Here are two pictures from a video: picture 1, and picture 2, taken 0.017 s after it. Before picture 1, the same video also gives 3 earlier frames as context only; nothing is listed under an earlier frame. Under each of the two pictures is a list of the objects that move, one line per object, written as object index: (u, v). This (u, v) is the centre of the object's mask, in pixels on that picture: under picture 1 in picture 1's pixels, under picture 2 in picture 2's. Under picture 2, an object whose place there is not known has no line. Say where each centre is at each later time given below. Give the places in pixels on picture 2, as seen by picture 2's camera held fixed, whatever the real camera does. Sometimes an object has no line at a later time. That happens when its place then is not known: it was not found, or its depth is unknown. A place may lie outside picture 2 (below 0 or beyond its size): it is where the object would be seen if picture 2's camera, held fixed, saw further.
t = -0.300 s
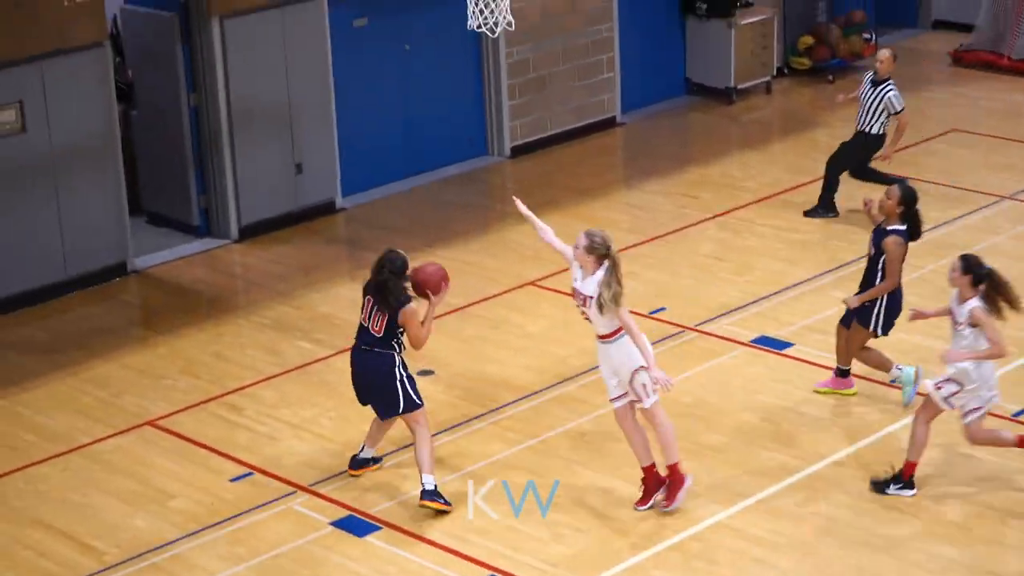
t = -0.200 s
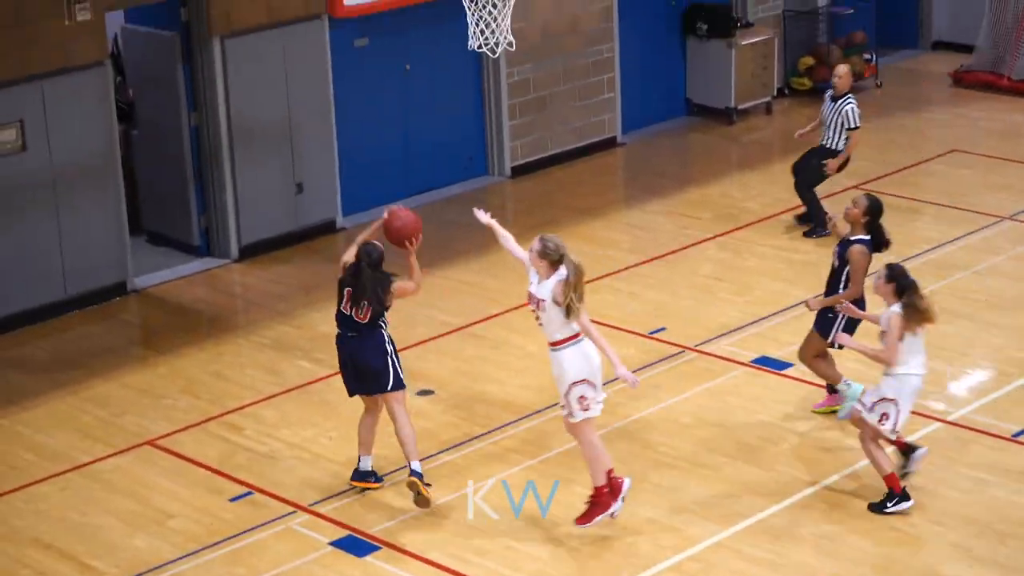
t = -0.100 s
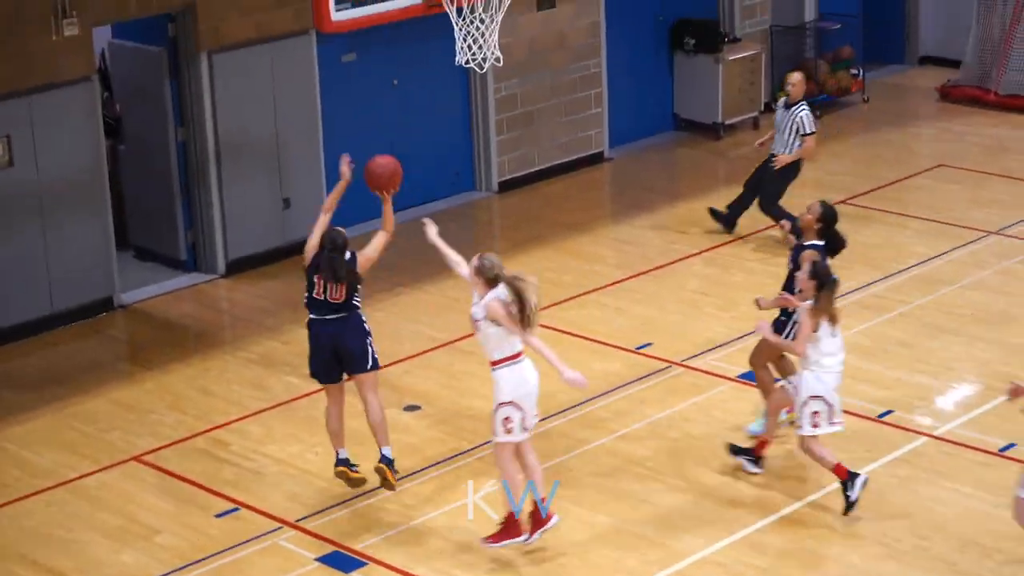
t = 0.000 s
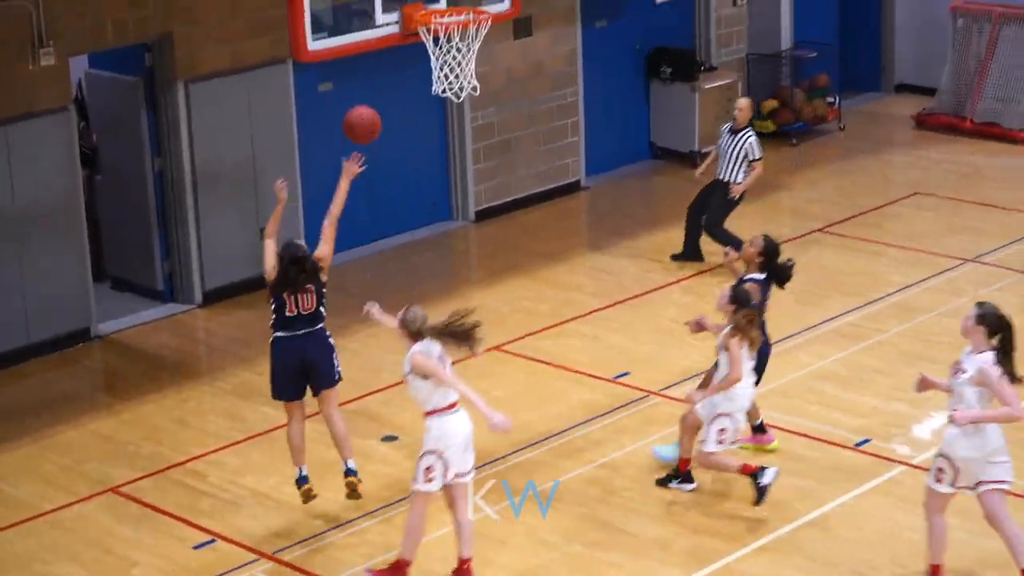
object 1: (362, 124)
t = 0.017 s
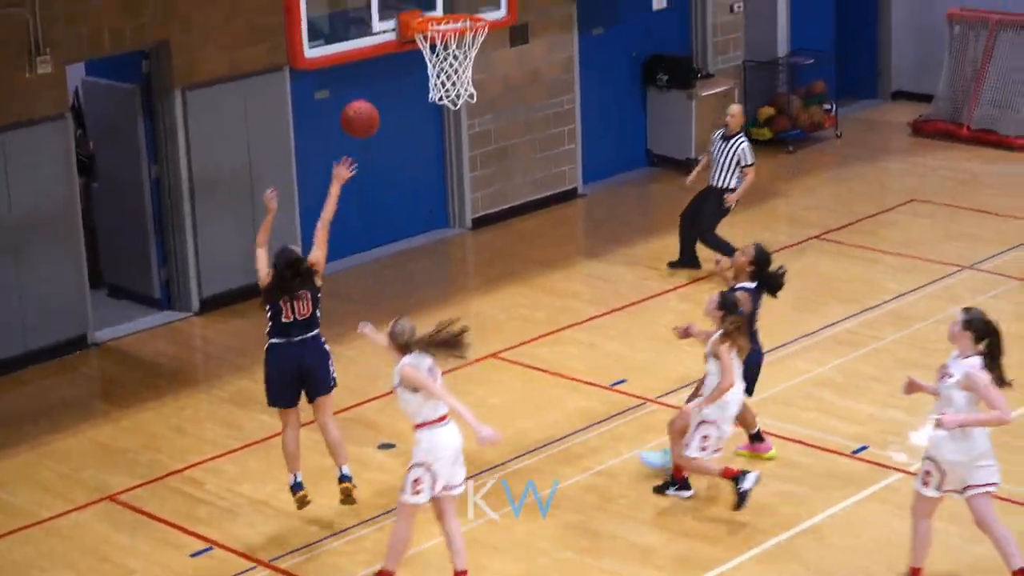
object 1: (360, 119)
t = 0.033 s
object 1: (361, 106)
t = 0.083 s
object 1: (365, 71)
